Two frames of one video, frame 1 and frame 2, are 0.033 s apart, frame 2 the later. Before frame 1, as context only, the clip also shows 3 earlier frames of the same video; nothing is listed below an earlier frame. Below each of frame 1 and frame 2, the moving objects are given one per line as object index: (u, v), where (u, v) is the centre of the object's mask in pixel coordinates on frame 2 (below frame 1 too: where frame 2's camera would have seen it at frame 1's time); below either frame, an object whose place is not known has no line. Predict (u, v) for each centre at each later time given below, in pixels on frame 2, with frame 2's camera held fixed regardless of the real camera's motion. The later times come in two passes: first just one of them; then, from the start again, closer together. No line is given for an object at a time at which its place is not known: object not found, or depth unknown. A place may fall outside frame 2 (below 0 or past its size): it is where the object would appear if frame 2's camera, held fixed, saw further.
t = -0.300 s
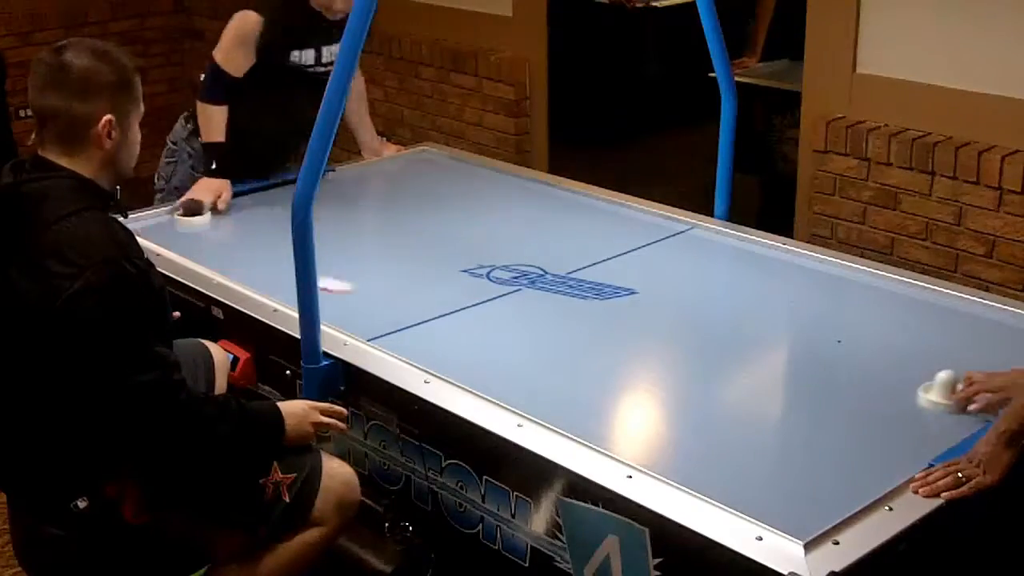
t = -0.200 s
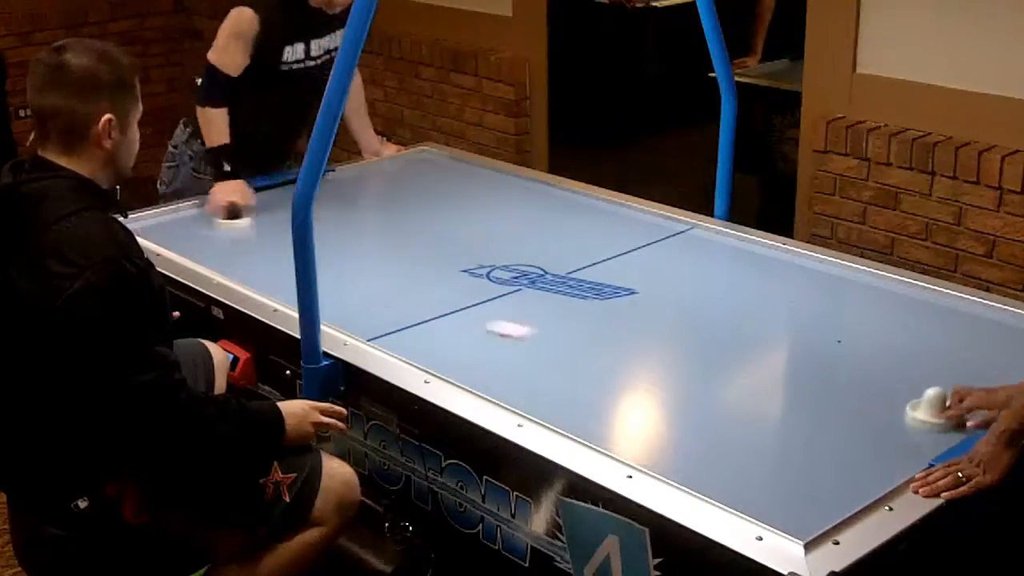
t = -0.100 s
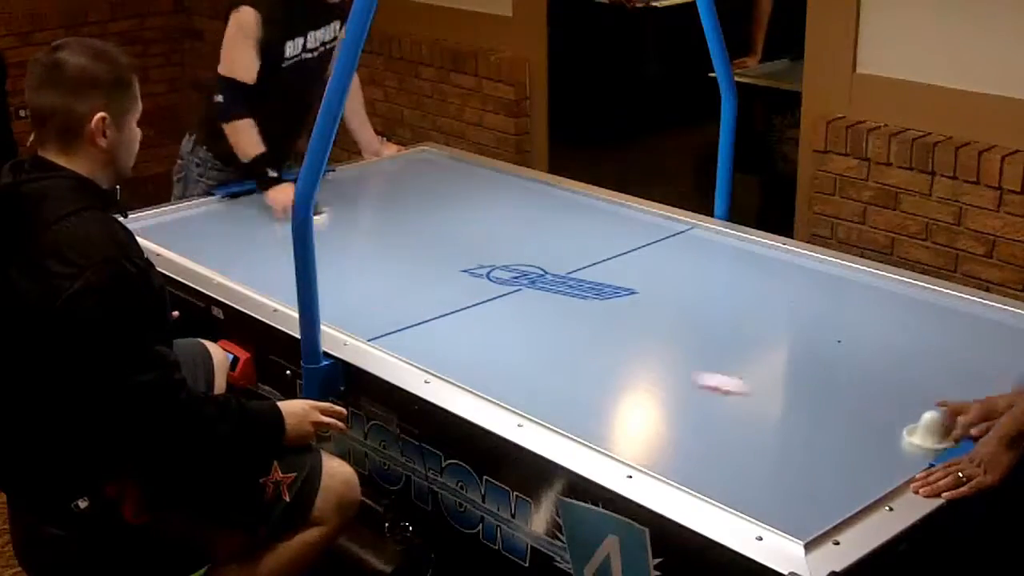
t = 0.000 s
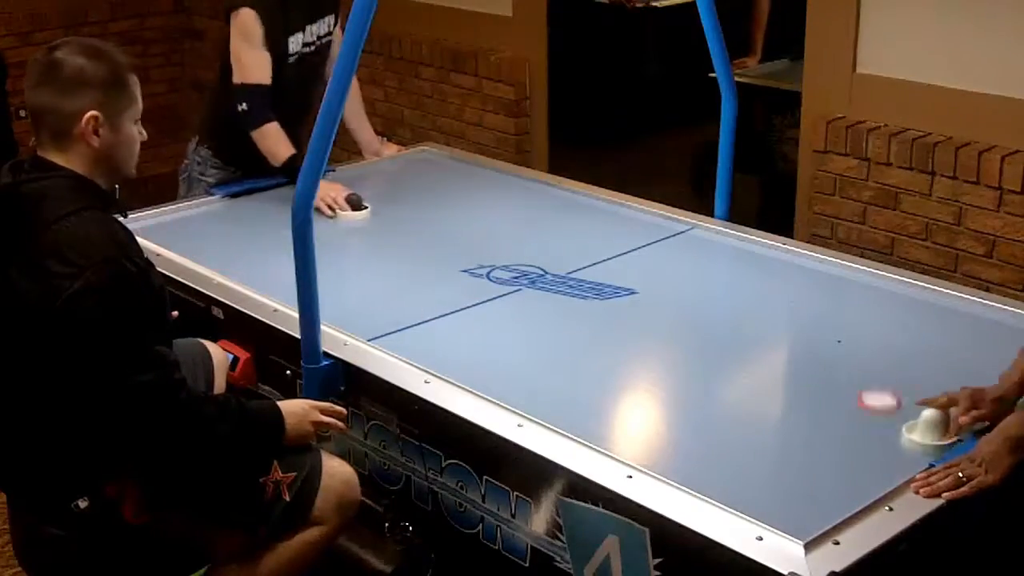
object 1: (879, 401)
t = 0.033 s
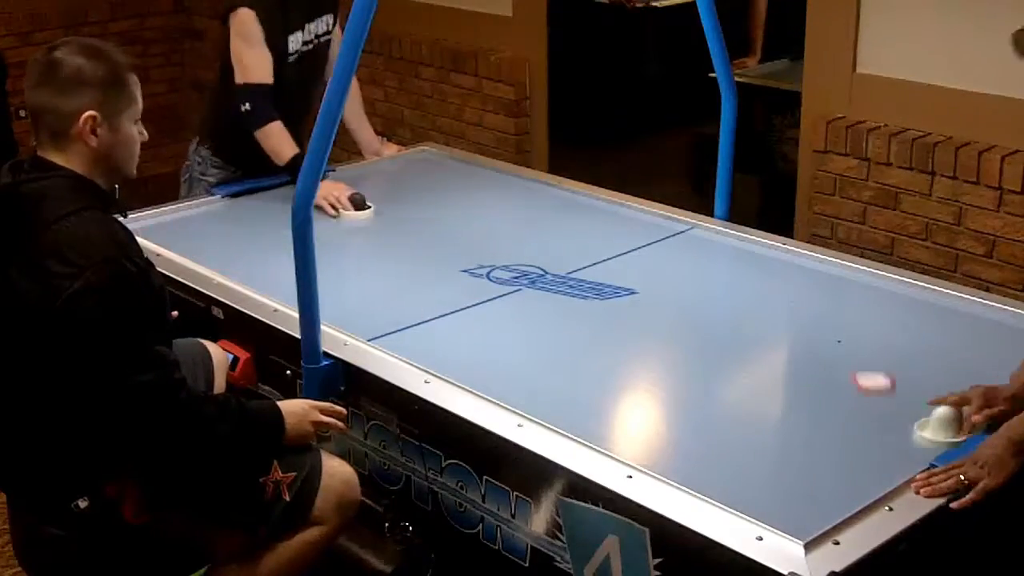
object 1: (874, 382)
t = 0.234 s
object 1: (845, 287)
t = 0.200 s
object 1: (849, 300)
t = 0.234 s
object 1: (845, 287)
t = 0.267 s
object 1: (838, 275)
